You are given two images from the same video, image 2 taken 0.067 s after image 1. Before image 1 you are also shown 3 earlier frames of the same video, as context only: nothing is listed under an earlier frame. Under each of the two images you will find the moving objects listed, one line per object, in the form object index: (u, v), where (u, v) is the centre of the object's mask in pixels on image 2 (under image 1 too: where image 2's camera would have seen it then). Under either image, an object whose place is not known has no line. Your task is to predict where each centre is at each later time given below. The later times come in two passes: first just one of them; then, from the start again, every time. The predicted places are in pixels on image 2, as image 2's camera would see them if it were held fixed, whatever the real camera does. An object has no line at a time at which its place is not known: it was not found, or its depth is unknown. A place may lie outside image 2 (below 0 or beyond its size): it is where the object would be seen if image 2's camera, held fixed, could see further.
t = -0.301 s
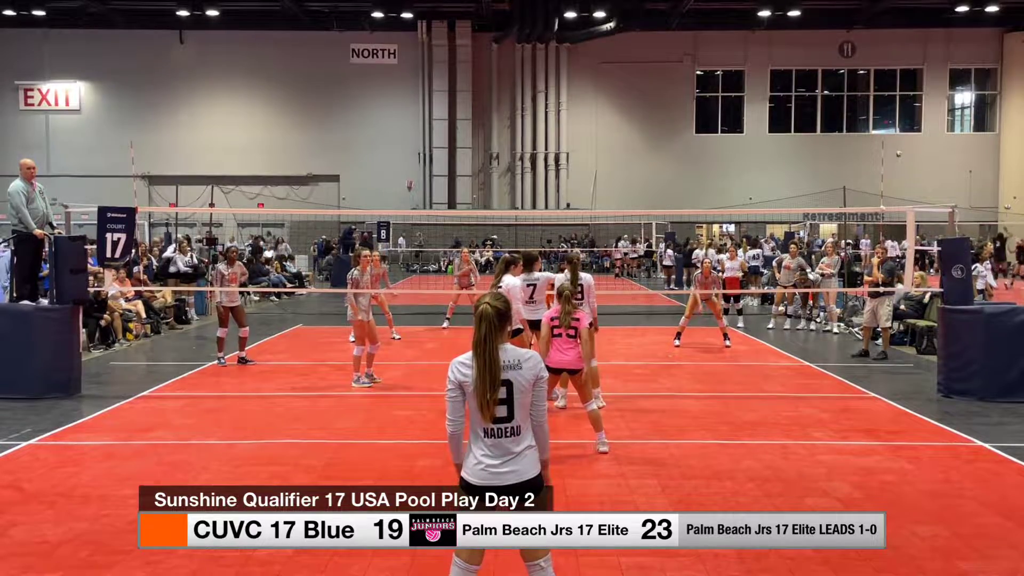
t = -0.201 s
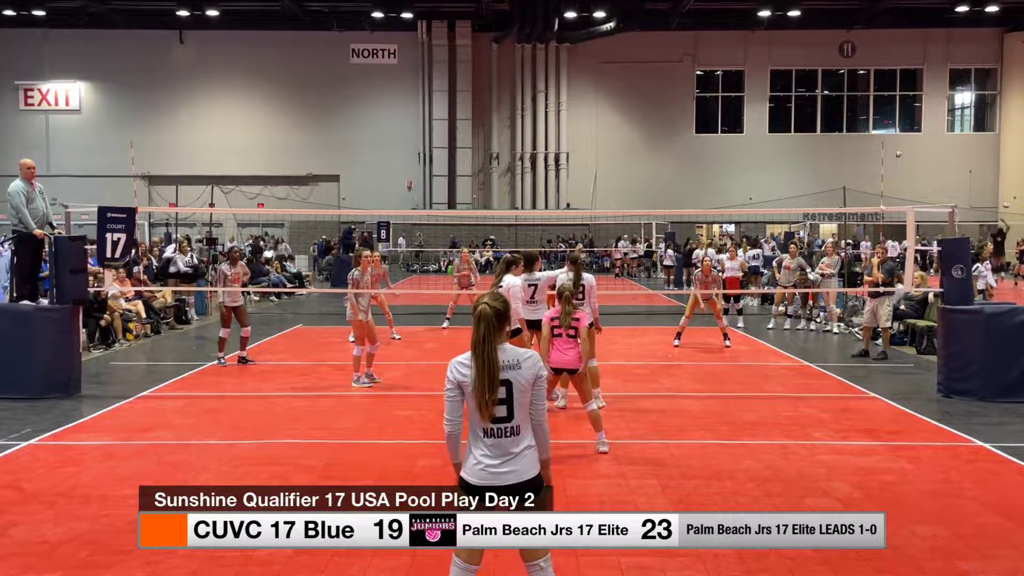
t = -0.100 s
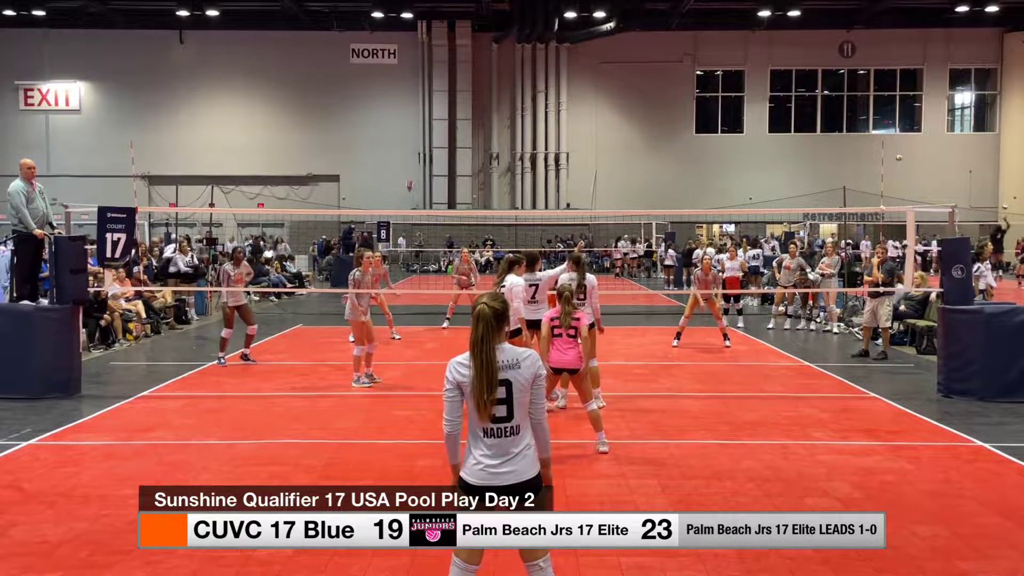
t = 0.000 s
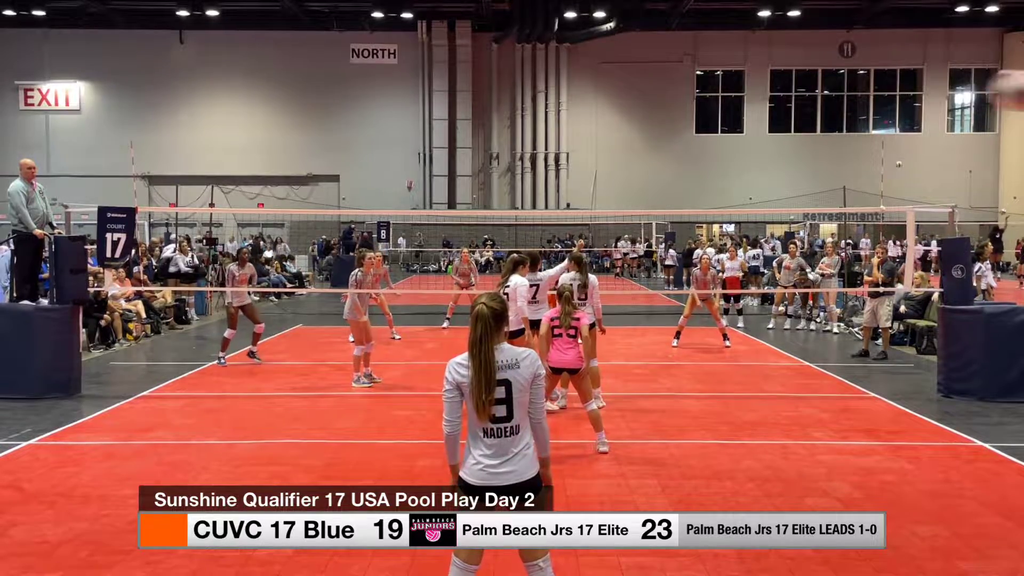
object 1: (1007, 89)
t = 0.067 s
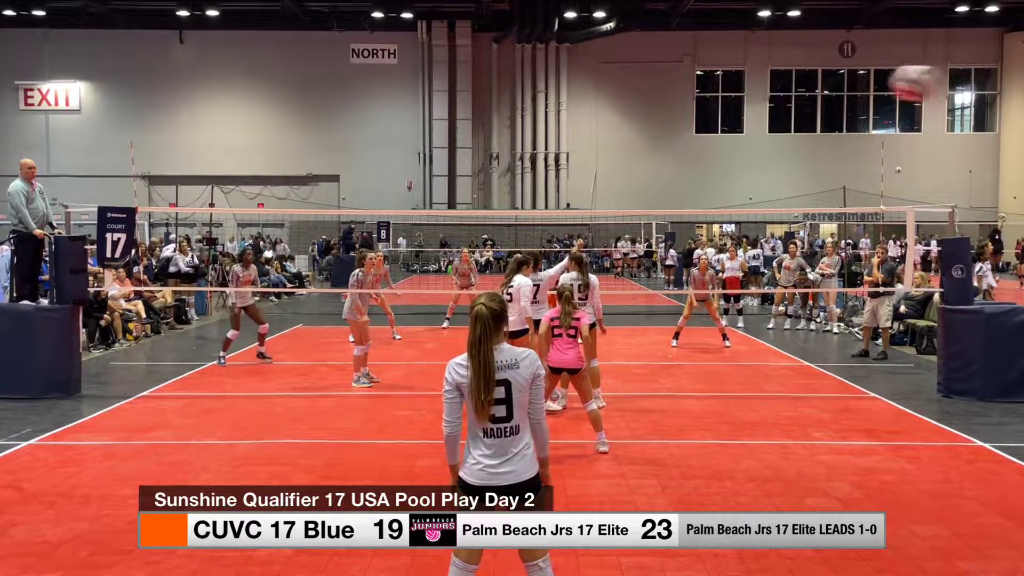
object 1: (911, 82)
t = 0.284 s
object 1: (729, 98)
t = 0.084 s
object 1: (894, 82)
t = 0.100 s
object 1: (873, 82)
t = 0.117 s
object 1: (855, 82)
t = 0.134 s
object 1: (839, 82)
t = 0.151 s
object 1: (823, 83)
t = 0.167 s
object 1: (809, 83)
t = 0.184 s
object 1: (795, 85)
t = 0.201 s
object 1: (783, 87)
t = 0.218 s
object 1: (771, 88)
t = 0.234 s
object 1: (760, 90)
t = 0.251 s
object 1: (748, 92)
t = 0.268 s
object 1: (738, 95)
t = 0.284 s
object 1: (729, 98)
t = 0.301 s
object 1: (720, 101)
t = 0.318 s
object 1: (712, 104)
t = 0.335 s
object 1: (704, 107)
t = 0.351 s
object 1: (697, 110)
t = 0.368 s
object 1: (689, 114)
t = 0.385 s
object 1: (681, 118)
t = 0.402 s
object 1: (674, 122)
